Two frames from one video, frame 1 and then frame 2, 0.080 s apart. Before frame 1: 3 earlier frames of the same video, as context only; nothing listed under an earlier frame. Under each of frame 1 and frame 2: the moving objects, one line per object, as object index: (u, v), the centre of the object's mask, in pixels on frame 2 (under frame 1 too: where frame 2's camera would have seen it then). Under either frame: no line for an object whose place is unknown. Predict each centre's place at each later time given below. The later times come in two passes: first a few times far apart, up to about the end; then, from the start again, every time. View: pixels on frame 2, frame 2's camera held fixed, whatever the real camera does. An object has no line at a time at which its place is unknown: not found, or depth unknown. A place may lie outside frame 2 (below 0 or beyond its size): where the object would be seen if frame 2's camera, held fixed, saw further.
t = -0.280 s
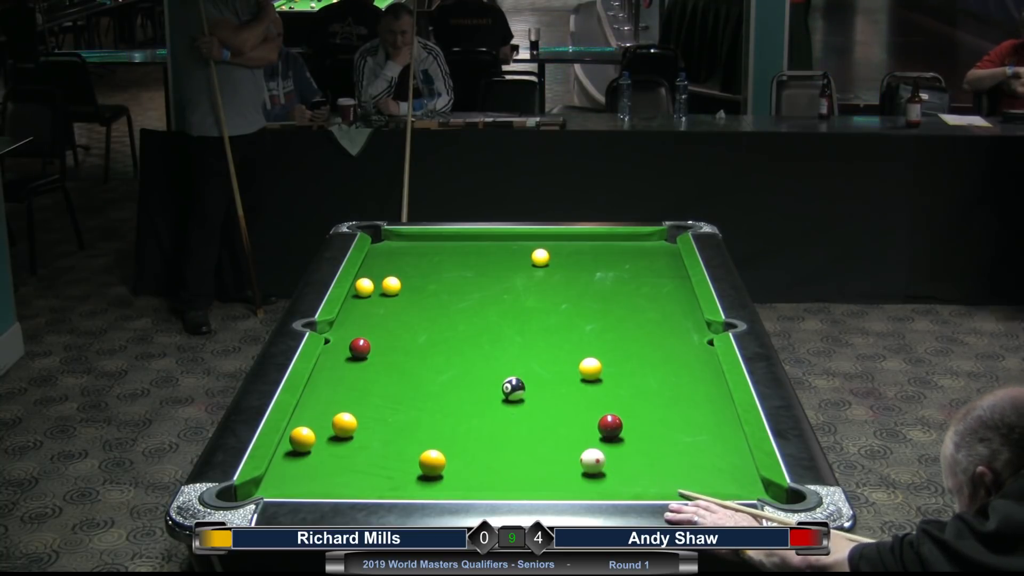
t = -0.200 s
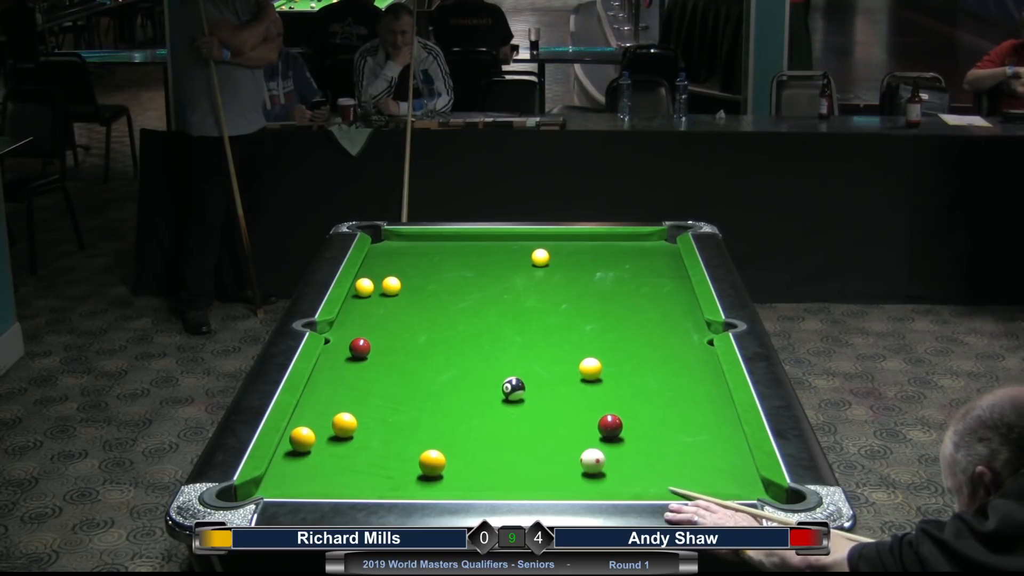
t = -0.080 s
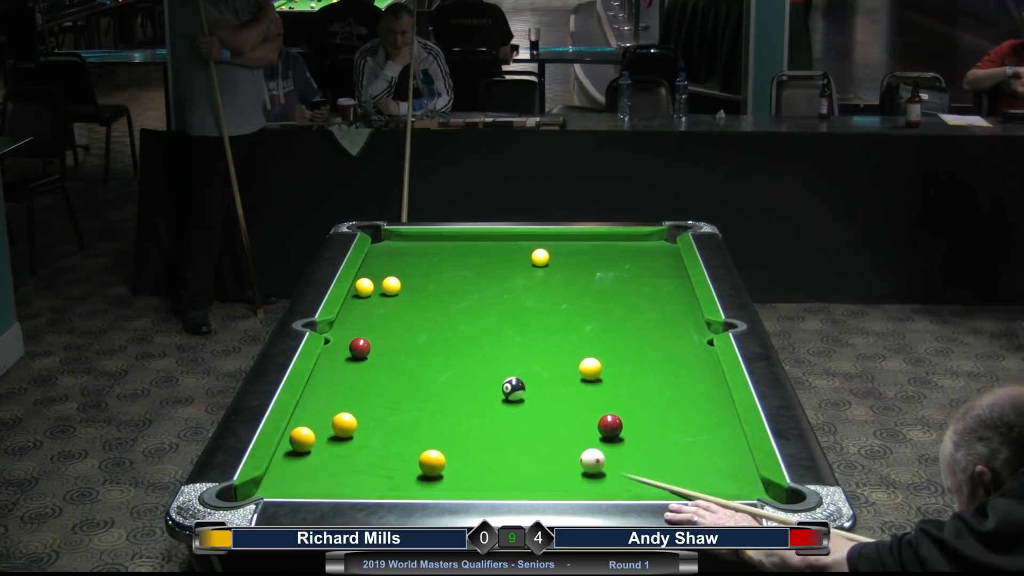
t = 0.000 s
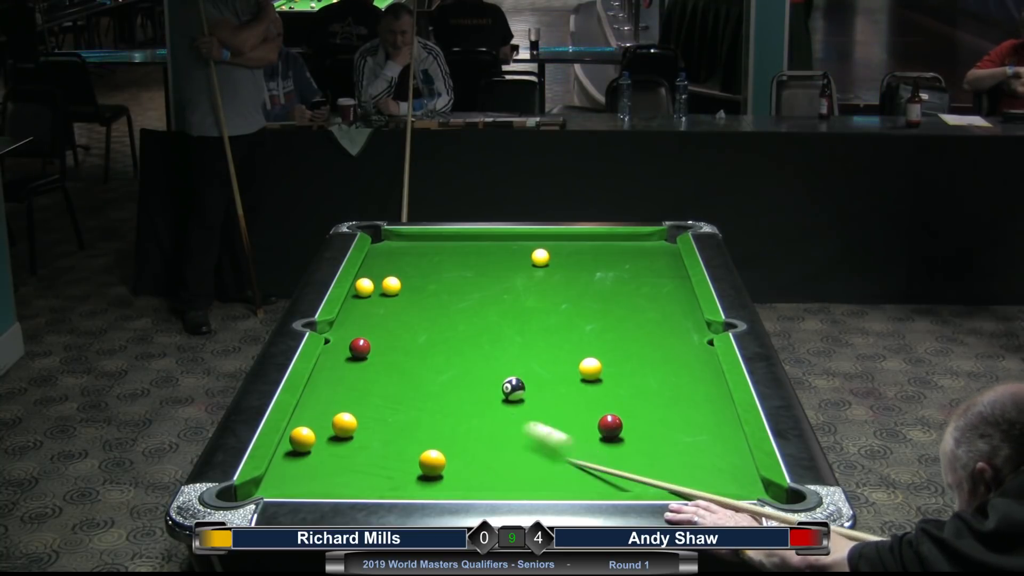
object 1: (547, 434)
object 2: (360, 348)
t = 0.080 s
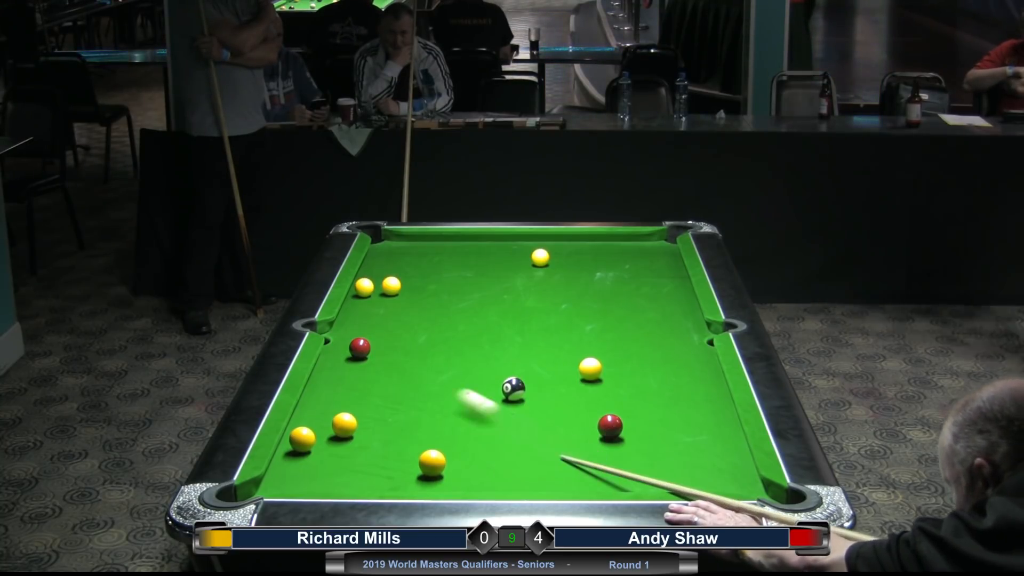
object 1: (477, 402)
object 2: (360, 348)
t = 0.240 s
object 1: (373, 354)
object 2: (357, 345)
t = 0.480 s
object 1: (388, 362)
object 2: (331, 331)
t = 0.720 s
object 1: (404, 369)
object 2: (340, 331)
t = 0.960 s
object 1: (418, 375)
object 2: (347, 332)
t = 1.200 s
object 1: (431, 381)
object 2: (350, 333)
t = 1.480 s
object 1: (444, 387)
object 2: (352, 333)
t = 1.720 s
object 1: (453, 391)
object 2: (352, 333)
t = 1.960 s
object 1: (461, 395)
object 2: (352, 333)
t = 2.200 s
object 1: (468, 398)
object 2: (352, 333)
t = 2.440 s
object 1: (473, 401)
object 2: (352, 333)
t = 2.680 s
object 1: (477, 403)
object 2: (352, 333)
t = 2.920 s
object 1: (478, 404)
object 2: (352, 333)
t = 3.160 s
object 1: (479, 404)
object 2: (352, 333)
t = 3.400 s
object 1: (479, 404)
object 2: (352, 333)
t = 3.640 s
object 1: (479, 404)
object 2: (352, 333)
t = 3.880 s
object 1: (479, 404)
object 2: (352, 333)
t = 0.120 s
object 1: (446, 387)
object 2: (360, 348)
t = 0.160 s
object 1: (418, 374)
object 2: (360, 348)
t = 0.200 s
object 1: (393, 362)
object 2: (359, 348)
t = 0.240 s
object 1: (373, 354)
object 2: (357, 345)
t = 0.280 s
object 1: (375, 355)
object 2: (340, 335)
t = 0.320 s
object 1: (377, 357)
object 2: (323, 328)
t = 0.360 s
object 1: (380, 358)
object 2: (321, 329)
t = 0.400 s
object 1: (383, 360)
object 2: (323, 328)
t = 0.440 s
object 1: (386, 361)
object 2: (327, 328)
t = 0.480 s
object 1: (388, 362)
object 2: (331, 331)
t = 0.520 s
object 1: (391, 363)
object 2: (333, 330)
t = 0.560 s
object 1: (394, 364)
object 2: (335, 330)
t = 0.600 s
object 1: (396, 365)
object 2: (336, 331)
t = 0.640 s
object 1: (399, 366)
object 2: (338, 331)
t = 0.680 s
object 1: (402, 367)
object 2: (339, 331)
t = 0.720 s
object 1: (404, 369)
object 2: (340, 331)
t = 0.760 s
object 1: (407, 370)
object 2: (341, 331)
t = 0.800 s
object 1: (409, 371)
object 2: (343, 331)
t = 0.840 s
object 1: (411, 372)
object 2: (344, 331)
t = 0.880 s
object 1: (413, 373)
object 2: (345, 332)
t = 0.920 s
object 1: (416, 374)
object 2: (346, 332)
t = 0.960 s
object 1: (418, 375)
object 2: (347, 332)
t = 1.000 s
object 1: (421, 376)
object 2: (347, 332)
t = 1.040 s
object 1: (423, 377)
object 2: (348, 333)
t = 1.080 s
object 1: (425, 378)
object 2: (349, 333)
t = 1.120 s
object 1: (427, 379)
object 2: (349, 333)
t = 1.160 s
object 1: (429, 380)
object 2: (350, 333)
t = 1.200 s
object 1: (431, 381)
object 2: (350, 333)
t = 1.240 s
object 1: (432, 382)
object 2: (351, 333)
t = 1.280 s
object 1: (434, 383)
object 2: (351, 333)
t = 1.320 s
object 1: (436, 384)
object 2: (351, 333)
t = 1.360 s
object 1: (438, 385)
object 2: (352, 333)
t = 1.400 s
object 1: (440, 385)
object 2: (352, 333)
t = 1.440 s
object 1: (442, 386)
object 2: (352, 333)
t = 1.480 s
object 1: (444, 387)
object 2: (352, 333)
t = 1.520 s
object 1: (445, 388)
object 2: (352, 333)
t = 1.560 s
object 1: (447, 389)
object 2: (352, 333)
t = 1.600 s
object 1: (449, 389)
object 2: (352, 333)
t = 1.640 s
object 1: (450, 390)
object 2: (352, 333)
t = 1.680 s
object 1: (452, 391)
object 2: (352, 333)
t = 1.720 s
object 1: (453, 391)
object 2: (352, 333)
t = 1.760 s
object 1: (455, 392)
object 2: (352, 333)
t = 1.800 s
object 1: (456, 393)
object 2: (352, 333)
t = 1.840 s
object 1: (457, 394)
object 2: (352, 333)
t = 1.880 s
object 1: (459, 394)
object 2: (352, 333)
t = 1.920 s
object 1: (460, 395)
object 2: (352, 333)
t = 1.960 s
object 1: (461, 395)
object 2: (352, 333)
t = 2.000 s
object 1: (462, 396)
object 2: (352, 333)
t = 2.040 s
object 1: (464, 396)
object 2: (352, 333)
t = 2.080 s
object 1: (465, 397)
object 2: (352, 333)
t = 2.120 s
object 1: (466, 397)
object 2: (352, 333)
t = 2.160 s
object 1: (467, 398)
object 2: (352, 333)
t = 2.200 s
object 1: (468, 398)
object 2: (352, 333)
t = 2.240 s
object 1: (469, 399)
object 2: (352, 333)
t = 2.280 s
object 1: (470, 399)
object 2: (352, 333)
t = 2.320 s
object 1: (471, 400)
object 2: (352, 333)
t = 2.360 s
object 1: (471, 400)
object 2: (352, 333)
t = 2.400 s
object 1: (472, 401)
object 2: (352, 333)
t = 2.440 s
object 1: (473, 401)
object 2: (352, 333)
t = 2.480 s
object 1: (474, 401)
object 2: (352, 333)
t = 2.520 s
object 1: (474, 402)
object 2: (352, 333)
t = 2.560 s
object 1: (475, 402)
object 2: (352, 333)
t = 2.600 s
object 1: (476, 402)
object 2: (352, 333)
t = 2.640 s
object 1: (476, 403)
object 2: (352, 333)
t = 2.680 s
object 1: (477, 403)
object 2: (352, 333)
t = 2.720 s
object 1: (477, 403)
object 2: (352, 333)
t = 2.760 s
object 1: (477, 403)
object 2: (352, 333)
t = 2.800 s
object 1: (478, 403)
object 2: (352, 333)
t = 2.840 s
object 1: (478, 404)
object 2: (352, 333)
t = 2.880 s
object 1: (478, 404)
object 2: (352, 333)
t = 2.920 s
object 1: (478, 404)
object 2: (352, 333)
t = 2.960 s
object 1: (478, 404)
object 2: (352, 333)
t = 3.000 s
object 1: (479, 404)
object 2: (352, 333)
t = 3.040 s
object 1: (479, 404)
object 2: (352, 333)
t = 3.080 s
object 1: (479, 404)
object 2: (352, 333)
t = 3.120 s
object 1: (479, 404)
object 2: (352, 333)
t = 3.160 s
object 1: (479, 404)
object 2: (352, 333)
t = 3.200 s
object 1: (479, 404)
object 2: (352, 333)
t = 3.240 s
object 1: (479, 404)
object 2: (352, 333)
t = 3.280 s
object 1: (479, 404)
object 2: (352, 333)
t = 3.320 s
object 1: (479, 404)
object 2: (352, 333)
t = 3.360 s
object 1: (479, 404)
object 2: (352, 333)
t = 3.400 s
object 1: (479, 404)
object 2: (352, 333)
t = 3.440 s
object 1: (479, 404)
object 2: (352, 333)
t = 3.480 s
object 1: (479, 404)
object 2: (352, 333)
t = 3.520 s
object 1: (479, 404)
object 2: (352, 333)
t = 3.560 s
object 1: (479, 404)
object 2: (352, 333)
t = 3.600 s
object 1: (479, 404)
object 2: (352, 333)
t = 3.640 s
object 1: (479, 404)
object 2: (352, 333)
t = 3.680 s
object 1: (479, 404)
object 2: (352, 333)
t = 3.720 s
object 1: (479, 404)
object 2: (352, 333)
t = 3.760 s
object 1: (479, 404)
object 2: (352, 333)
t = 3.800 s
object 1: (479, 404)
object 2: (352, 333)
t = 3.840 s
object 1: (479, 404)
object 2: (352, 333)
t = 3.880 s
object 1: (479, 404)
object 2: (352, 333)
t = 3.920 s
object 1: (479, 404)
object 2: (352, 333)
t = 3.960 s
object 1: (479, 404)
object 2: (352, 333)
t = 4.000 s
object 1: (479, 404)
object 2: (352, 333)
